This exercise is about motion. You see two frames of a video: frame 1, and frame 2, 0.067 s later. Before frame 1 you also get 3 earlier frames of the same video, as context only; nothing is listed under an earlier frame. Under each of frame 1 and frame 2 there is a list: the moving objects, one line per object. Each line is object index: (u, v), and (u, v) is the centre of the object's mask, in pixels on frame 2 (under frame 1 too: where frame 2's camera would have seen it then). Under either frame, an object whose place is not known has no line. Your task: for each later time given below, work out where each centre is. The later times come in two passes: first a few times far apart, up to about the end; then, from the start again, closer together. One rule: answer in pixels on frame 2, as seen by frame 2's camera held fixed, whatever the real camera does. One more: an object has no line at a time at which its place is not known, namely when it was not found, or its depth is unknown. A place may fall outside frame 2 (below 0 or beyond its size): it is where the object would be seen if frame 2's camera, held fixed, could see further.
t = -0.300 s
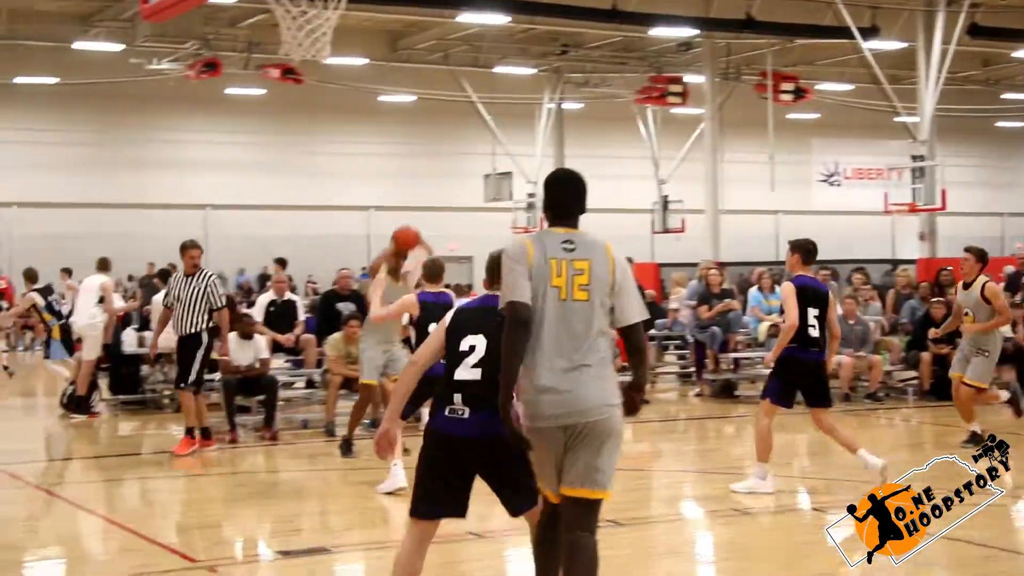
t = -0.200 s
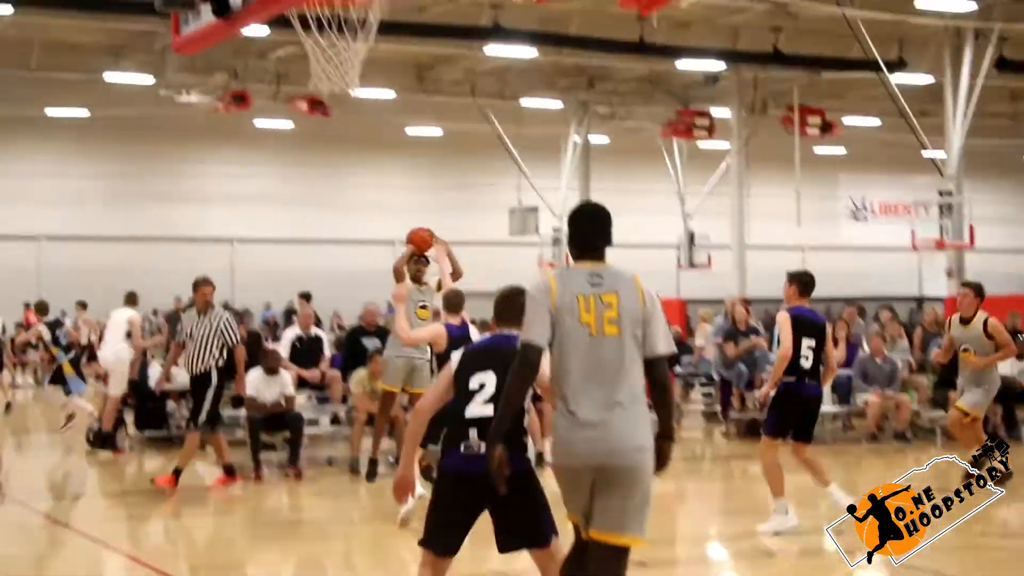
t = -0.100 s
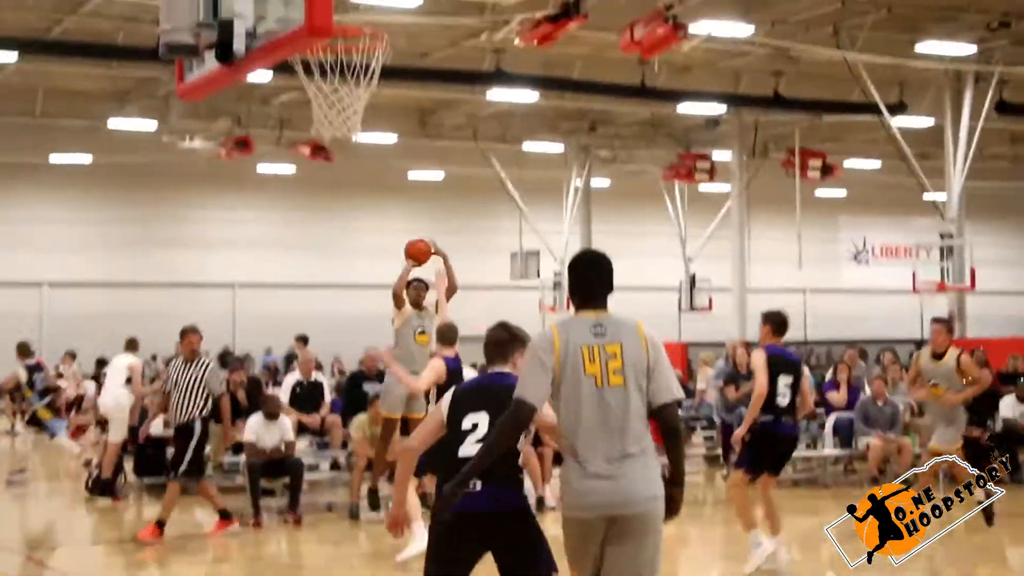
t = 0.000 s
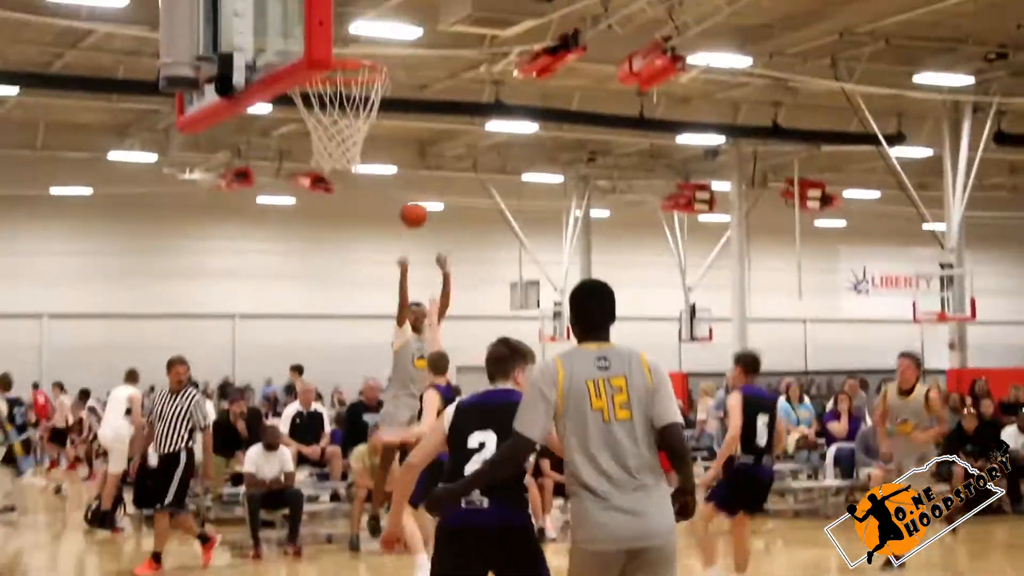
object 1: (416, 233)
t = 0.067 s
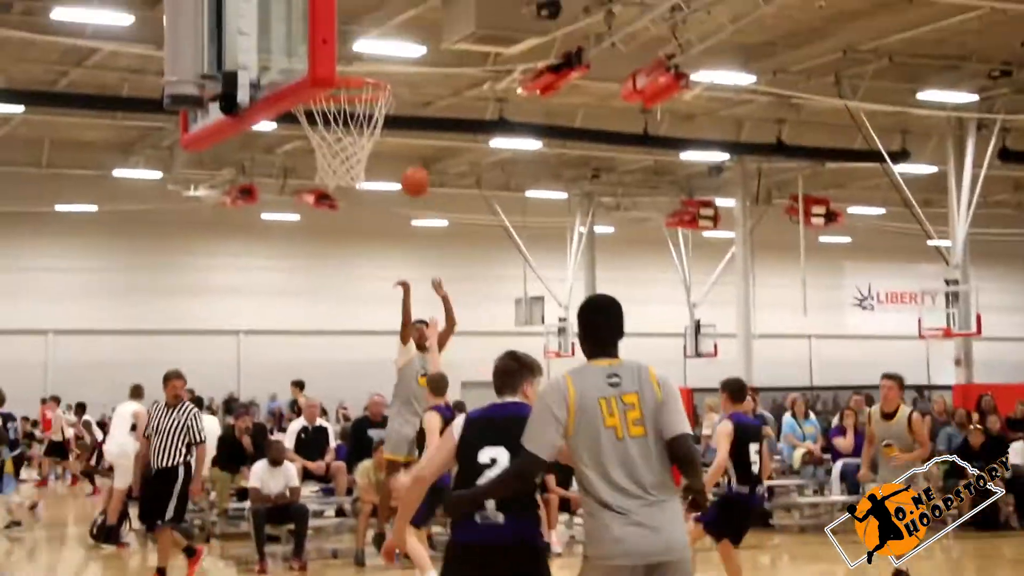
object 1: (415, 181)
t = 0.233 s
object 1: (407, 76)
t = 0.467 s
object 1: (395, -41)
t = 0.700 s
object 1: (380, -98)
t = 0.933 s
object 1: (359, -72)
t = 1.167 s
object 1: (342, 86)
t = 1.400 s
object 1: (354, 137)
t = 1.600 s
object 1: (349, 146)
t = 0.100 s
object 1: (413, 159)
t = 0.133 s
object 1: (412, 138)
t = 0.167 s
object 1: (411, 115)
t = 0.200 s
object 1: (409, 96)
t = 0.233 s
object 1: (407, 76)
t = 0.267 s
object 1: (405, 57)
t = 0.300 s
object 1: (404, 36)
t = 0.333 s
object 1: (403, 18)
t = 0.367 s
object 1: (401, 3)
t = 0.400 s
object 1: (400, -13)
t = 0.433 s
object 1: (398, -27)
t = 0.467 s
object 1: (395, -41)
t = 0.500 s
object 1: (393, -52)
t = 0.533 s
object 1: (390, -64)
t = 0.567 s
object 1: (389, -73)
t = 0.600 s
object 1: (386, -82)
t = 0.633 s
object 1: (384, -90)
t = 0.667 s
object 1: (382, -95)
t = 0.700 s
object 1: (380, -98)
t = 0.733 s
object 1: (377, -101)
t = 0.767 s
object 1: (375, -100)
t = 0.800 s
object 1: (371, -99)
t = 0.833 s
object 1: (369, -96)
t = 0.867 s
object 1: (365, -90)
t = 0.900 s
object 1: (362, -82)
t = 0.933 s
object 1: (359, -72)
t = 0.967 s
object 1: (356, -58)
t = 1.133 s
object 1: (345, 58)
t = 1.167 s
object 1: (342, 86)
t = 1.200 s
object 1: (344, 101)
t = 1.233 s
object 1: (343, 103)
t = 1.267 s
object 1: (334, 103)
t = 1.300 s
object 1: (337, 110)
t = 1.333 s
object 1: (344, 121)
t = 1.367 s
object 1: (351, 129)
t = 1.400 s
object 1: (354, 137)
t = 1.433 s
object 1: (358, 133)
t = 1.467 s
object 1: (353, 130)
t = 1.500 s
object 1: (352, 132)
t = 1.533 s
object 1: (351, 135)
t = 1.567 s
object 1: (351, 140)
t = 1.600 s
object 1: (349, 146)
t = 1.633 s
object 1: (346, 151)
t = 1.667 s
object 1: (344, 158)
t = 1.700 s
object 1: (342, 166)
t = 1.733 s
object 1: (341, 175)
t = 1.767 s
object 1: (341, 184)
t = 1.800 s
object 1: (338, 192)
